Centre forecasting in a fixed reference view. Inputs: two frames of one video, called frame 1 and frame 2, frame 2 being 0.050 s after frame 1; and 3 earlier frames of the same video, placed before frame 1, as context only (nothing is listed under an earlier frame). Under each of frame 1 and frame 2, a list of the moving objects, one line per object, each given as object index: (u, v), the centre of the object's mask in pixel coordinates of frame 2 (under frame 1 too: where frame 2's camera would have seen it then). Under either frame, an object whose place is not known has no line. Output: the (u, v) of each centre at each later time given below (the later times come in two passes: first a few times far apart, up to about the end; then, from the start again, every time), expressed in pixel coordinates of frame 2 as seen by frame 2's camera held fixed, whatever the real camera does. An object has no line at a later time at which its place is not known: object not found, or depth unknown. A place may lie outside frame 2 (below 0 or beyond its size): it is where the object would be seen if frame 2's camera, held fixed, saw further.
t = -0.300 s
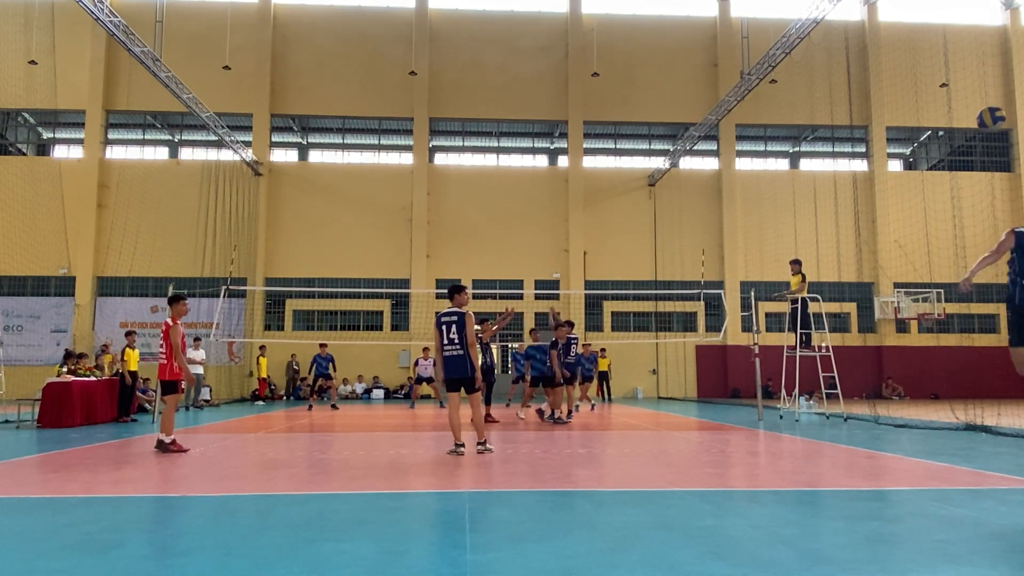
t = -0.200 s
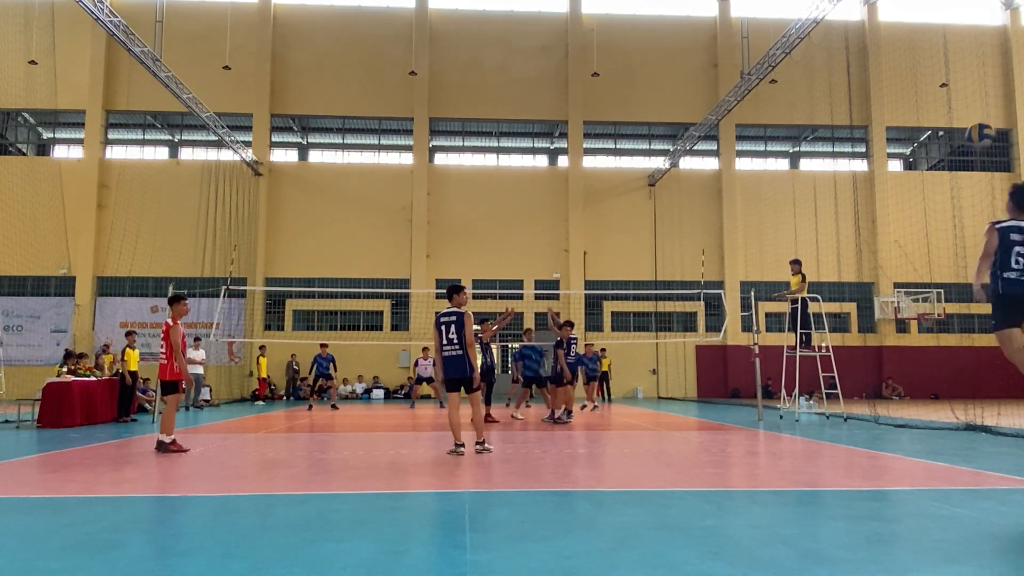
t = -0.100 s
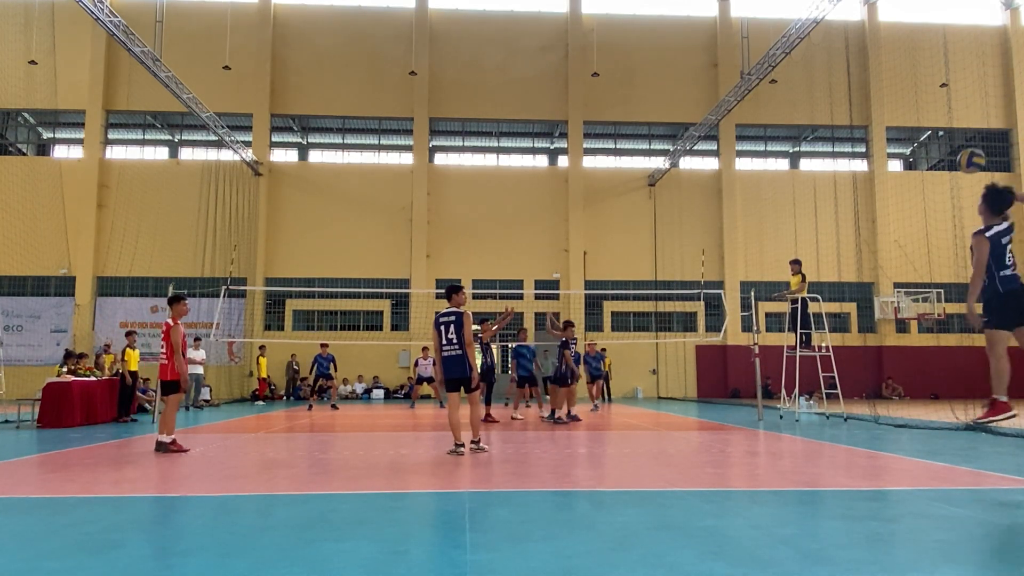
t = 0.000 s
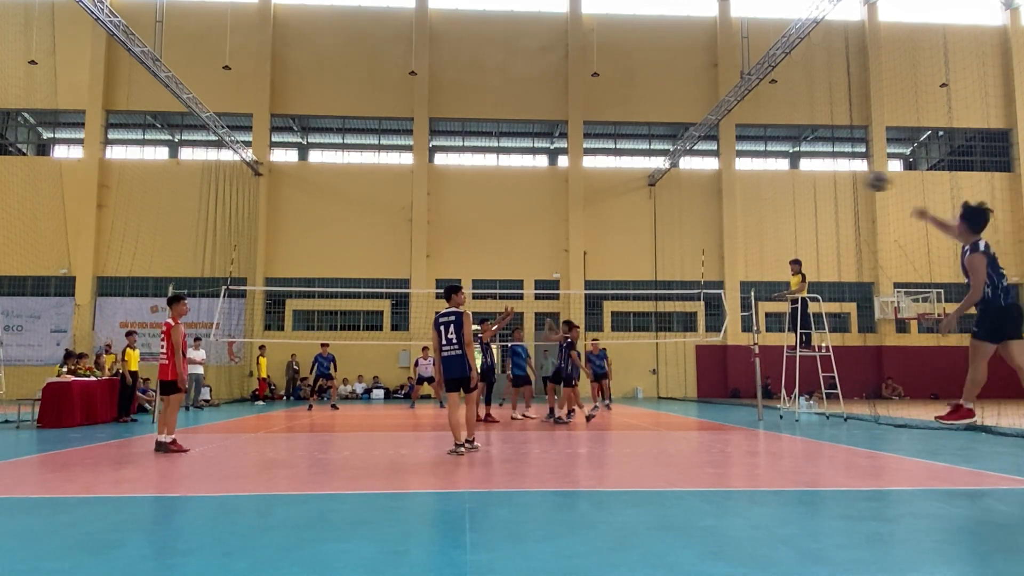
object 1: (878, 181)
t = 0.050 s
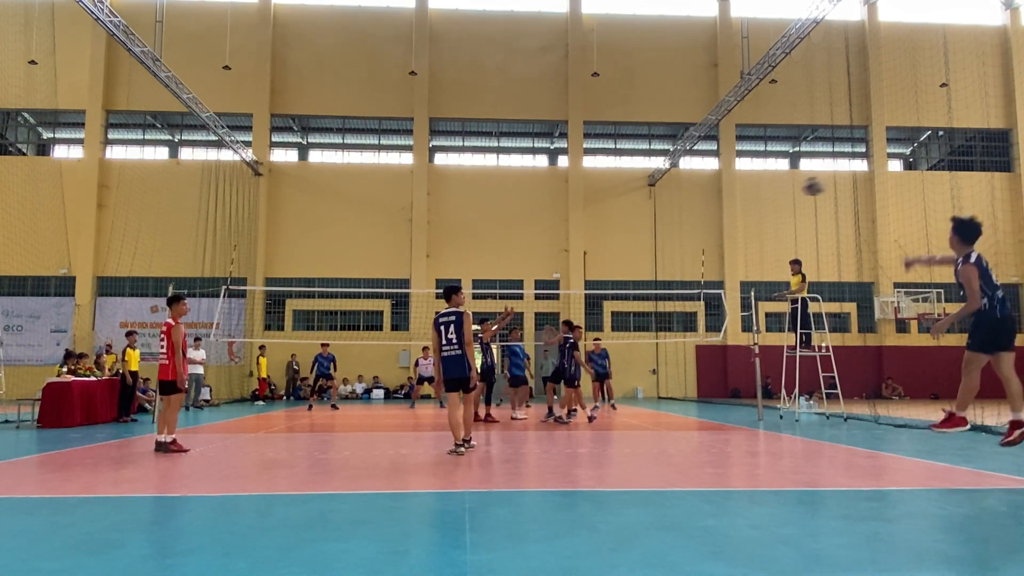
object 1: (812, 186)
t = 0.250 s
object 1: (647, 210)
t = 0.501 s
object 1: (544, 257)
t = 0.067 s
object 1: (793, 188)
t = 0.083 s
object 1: (775, 189)
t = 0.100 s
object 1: (759, 190)
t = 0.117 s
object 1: (743, 193)
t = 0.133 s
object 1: (728, 195)
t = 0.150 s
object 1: (714, 197)
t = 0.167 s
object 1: (701, 199)
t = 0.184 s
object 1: (689, 201)
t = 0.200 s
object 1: (677, 203)
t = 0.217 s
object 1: (667, 206)
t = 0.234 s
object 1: (657, 208)
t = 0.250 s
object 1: (647, 210)
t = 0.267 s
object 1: (637, 213)
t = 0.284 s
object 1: (629, 216)
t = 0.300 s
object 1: (620, 219)
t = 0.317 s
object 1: (612, 221)
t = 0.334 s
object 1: (605, 224)
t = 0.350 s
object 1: (597, 228)
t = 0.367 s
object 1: (591, 231)
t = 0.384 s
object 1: (584, 234)
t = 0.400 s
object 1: (578, 237)
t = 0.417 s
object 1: (571, 241)
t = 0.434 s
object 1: (565, 245)
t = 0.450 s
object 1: (560, 248)
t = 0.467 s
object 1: (554, 251)
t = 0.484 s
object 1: (549, 254)
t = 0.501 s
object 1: (544, 257)
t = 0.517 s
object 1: (539, 261)
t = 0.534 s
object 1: (534, 265)
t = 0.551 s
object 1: (530, 268)
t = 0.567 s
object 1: (524, 272)
